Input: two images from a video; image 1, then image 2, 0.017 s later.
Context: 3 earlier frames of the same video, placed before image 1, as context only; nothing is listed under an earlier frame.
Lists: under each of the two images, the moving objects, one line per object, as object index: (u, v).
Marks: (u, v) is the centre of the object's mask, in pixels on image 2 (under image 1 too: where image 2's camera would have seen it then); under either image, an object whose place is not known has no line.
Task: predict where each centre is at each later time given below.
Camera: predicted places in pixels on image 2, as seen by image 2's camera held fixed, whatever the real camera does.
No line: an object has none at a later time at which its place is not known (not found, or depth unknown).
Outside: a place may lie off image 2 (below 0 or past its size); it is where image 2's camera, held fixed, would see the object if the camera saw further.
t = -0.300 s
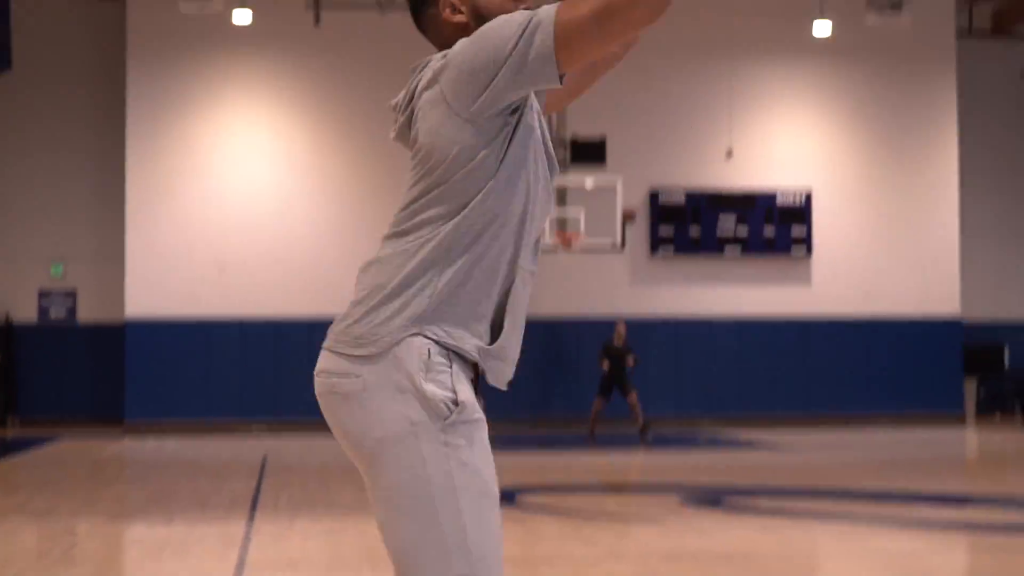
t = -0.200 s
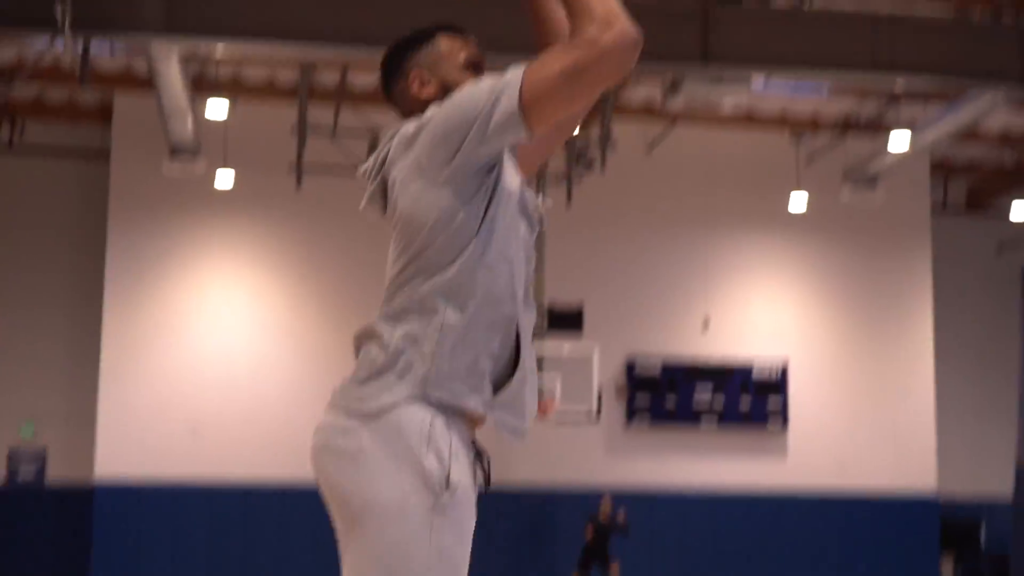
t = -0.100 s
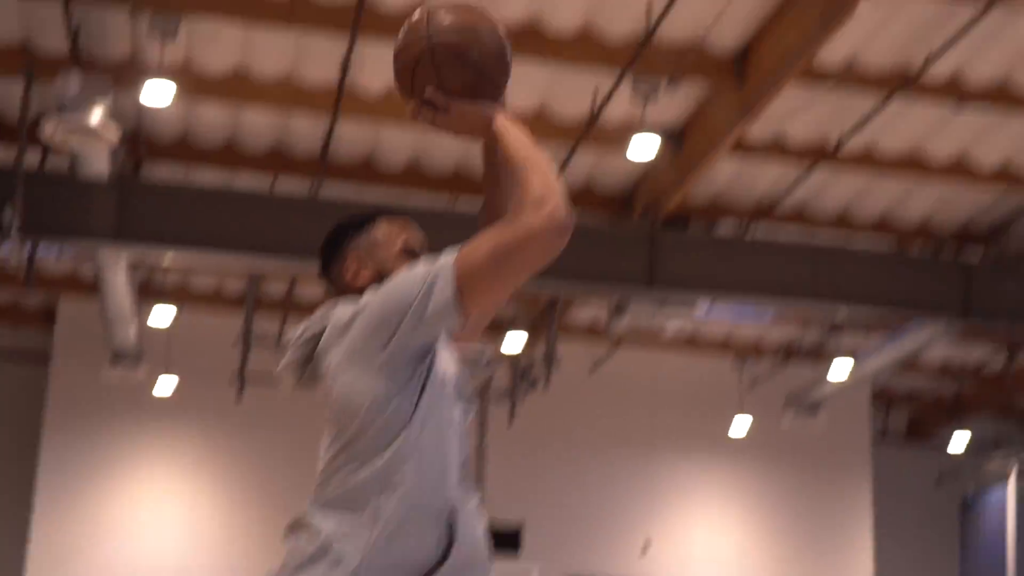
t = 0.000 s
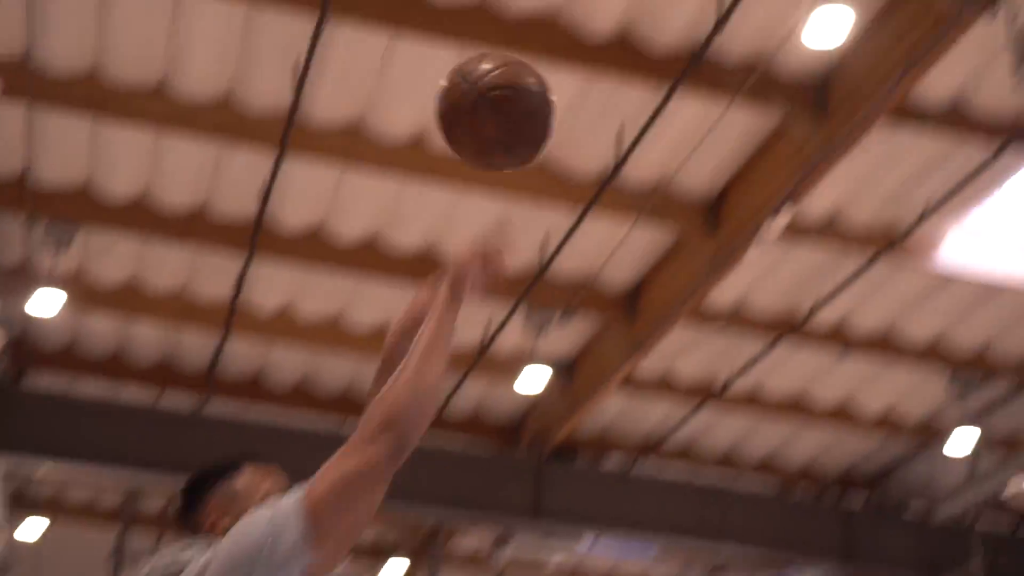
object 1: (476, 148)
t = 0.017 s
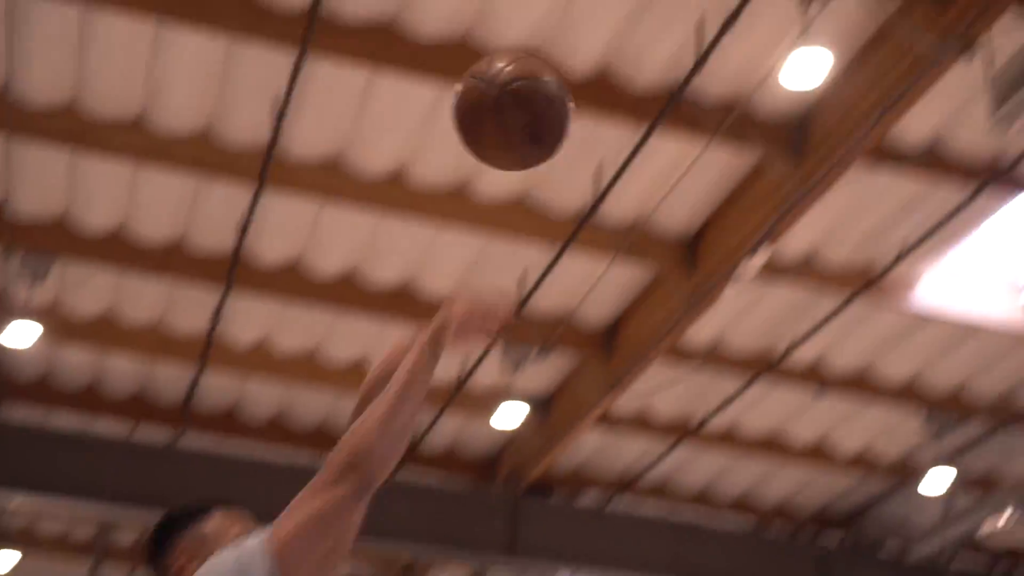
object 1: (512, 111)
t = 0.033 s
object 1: (549, 75)
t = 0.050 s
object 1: (586, 40)
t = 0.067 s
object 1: (623, 6)
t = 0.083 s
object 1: (659, -28)
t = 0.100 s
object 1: (695, -61)
